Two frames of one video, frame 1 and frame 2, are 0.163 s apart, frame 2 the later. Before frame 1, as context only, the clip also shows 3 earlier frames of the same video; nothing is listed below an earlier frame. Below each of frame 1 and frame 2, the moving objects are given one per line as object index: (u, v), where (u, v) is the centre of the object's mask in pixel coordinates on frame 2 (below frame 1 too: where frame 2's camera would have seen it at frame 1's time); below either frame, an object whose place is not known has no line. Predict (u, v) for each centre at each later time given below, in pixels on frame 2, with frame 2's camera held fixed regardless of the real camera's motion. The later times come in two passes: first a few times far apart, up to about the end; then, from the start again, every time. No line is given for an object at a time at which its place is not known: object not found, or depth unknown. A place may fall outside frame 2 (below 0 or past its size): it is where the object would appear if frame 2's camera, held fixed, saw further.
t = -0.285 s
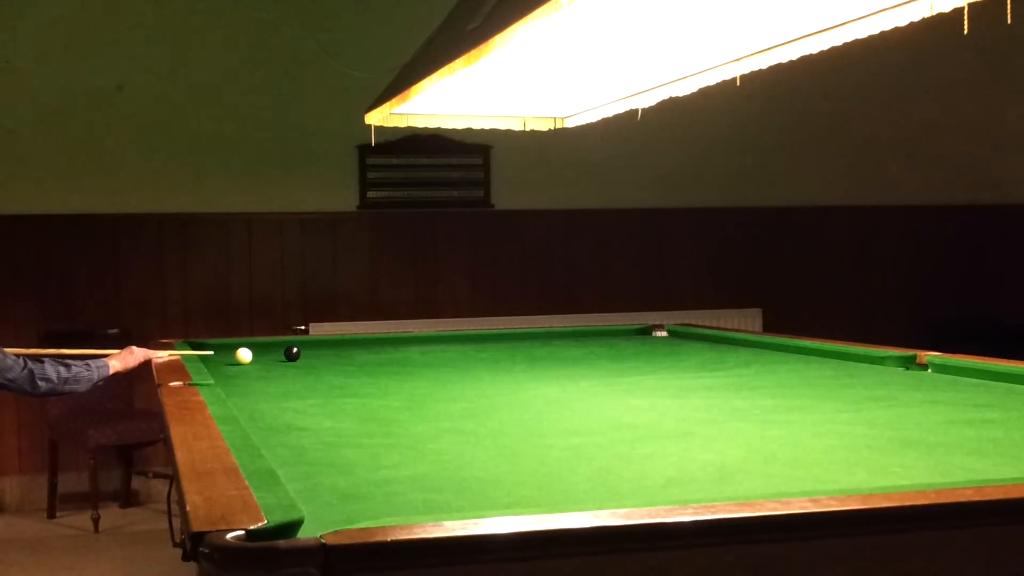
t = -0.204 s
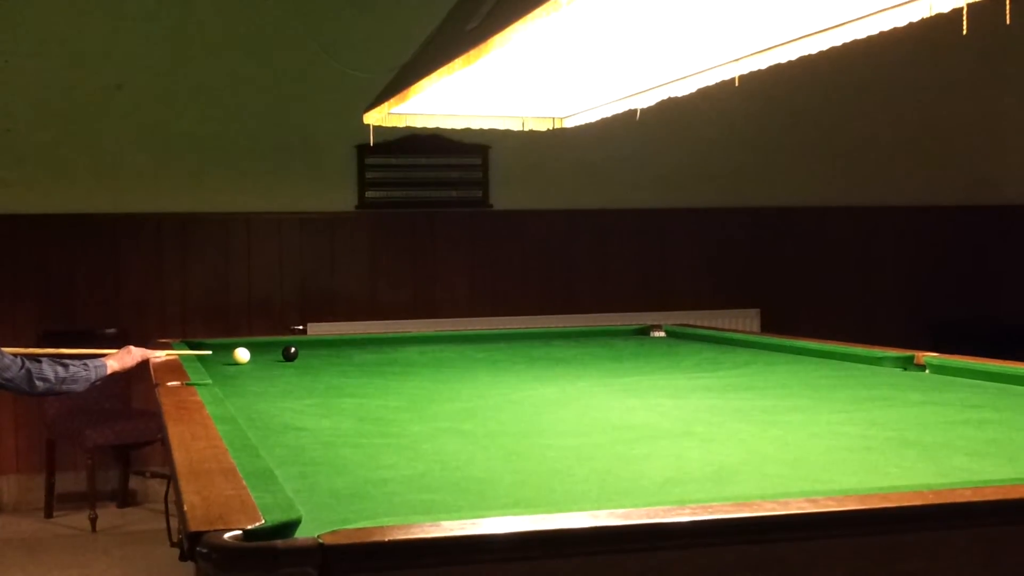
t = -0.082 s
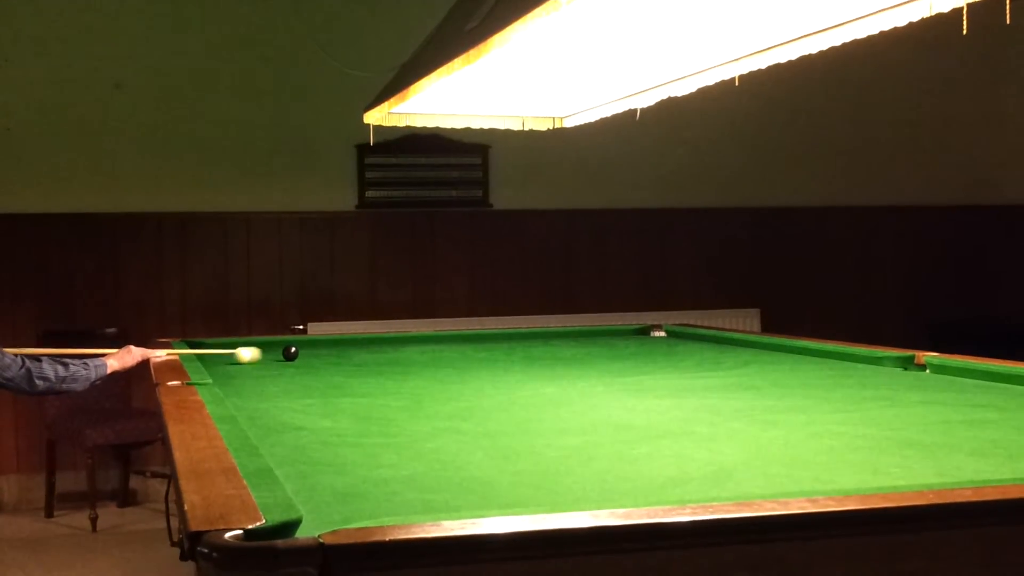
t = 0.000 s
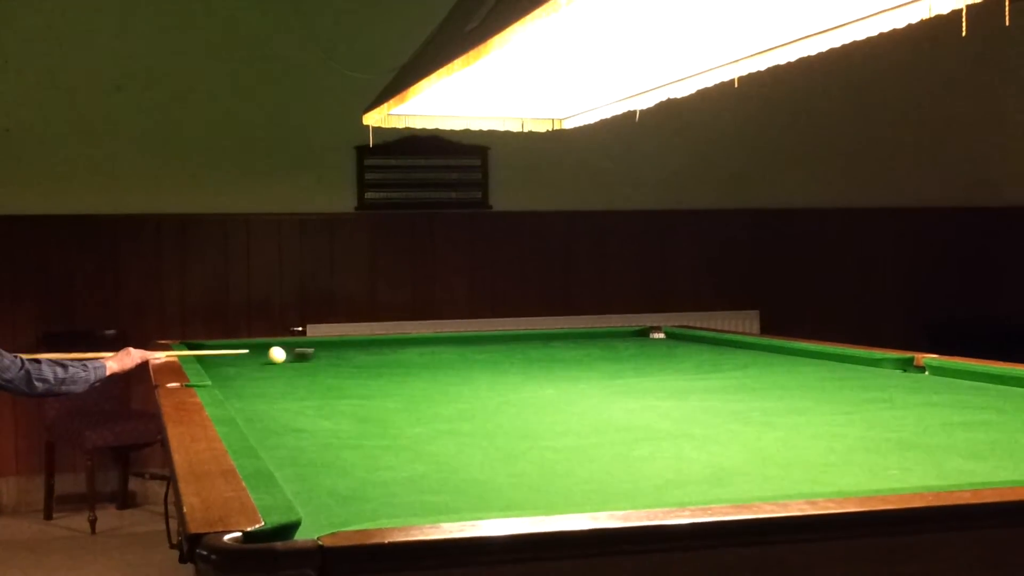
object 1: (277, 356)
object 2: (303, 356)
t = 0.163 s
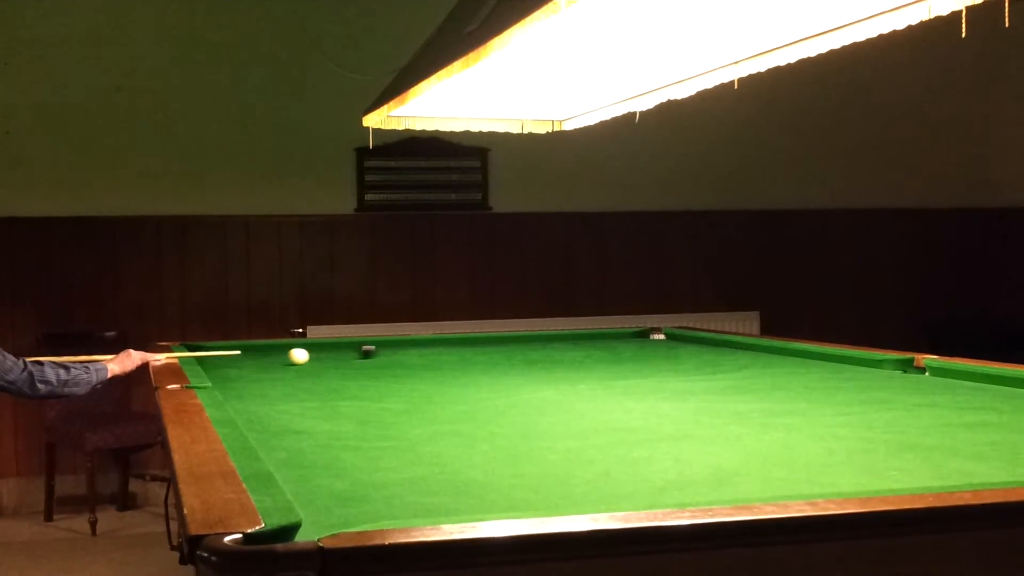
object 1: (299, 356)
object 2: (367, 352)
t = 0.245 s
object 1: (313, 356)
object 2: (392, 350)
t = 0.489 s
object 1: (353, 355)
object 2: (461, 346)
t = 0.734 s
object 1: (392, 353)
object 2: (523, 341)
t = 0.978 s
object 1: (428, 352)
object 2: (580, 337)
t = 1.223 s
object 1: (461, 351)
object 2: (632, 334)
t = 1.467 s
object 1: (492, 350)
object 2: (650, 334)
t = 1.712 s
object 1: (521, 349)
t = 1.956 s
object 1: (547, 348)
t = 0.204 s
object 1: (306, 356)
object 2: (380, 351)
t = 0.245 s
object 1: (313, 356)
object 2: (392, 350)
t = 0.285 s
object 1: (320, 355)
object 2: (404, 350)
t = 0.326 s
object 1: (327, 355)
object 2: (416, 349)
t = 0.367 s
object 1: (333, 355)
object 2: (427, 348)
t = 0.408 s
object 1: (340, 355)
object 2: (438, 347)
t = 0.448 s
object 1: (347, 355)
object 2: (449, 347)
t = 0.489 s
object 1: (353, 355)
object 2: (461, 346)
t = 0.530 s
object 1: (360, 355)
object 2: (472, 345)
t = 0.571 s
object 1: (367, 354)
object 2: (482, 344)
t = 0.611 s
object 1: (373, 354)
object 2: (492, 343)
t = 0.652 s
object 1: (379, 354)
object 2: (503, 343)
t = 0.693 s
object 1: (386, 354)
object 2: (513, 342)
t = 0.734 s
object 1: (392, 353)
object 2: (523, 341)
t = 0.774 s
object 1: (398, 353)
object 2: (533, 341)
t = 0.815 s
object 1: (404, 353)
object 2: (543, 340)
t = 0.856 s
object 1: (410, 353)
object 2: (552, 340)
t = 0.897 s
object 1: (416, 353)
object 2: (561, 339)
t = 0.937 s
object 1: (422, 352)
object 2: (571, 338)
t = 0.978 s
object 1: (428, 352)
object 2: (580, 337)
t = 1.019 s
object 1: (433, 352)
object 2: (589, 337)
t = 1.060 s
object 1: (439, 352)
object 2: (598, 336)
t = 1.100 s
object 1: (445, 351)
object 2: (606, 336)
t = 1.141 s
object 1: (450, 351)
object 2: (615, 335)
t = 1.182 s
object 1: (456, 351)
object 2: (624, 335)
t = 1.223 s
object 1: (461, 351)
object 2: (632, 334)
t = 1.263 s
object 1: (467, 351)
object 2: (640, 334)
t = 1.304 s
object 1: (472, 351)
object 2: (648, 333)
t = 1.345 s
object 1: (477, 351)
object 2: (655, 332)
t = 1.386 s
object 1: (482, 350)
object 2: (655, 332)
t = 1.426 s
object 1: (487, 350)
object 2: (651, 334)
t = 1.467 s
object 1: (492, 350)
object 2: (650, 334)
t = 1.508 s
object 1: (497, 350)
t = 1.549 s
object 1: (502, 350)
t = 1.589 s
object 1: (507, 350)
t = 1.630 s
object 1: (511, 349)
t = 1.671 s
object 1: (516, 349)
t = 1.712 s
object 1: (521, 349)
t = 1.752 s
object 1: (525, 349)
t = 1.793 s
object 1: (530, 349)
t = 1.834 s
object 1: (534, 349)
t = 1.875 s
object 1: (539, 348)
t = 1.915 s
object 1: (543, 348)
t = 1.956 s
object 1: (547, 348)
